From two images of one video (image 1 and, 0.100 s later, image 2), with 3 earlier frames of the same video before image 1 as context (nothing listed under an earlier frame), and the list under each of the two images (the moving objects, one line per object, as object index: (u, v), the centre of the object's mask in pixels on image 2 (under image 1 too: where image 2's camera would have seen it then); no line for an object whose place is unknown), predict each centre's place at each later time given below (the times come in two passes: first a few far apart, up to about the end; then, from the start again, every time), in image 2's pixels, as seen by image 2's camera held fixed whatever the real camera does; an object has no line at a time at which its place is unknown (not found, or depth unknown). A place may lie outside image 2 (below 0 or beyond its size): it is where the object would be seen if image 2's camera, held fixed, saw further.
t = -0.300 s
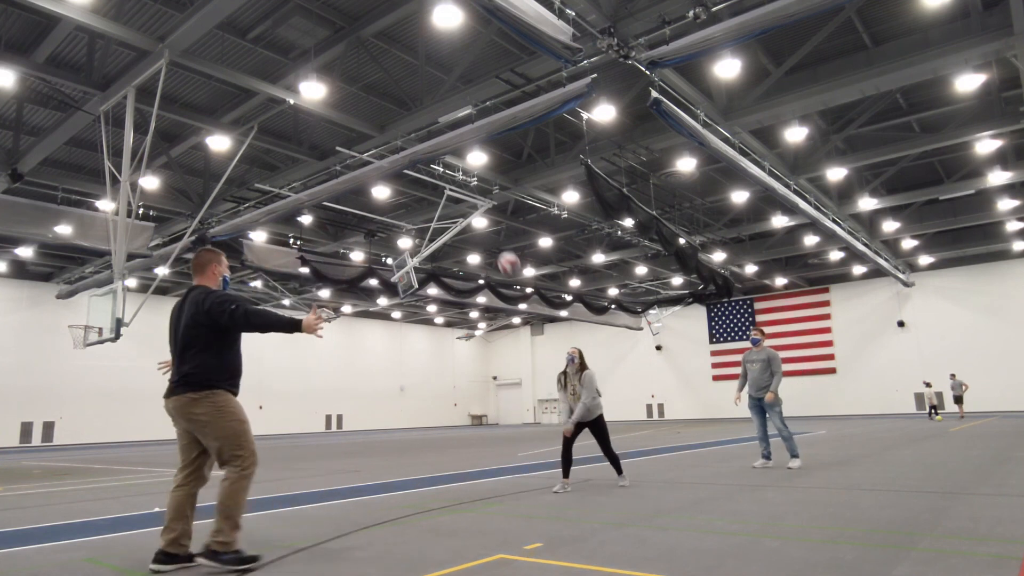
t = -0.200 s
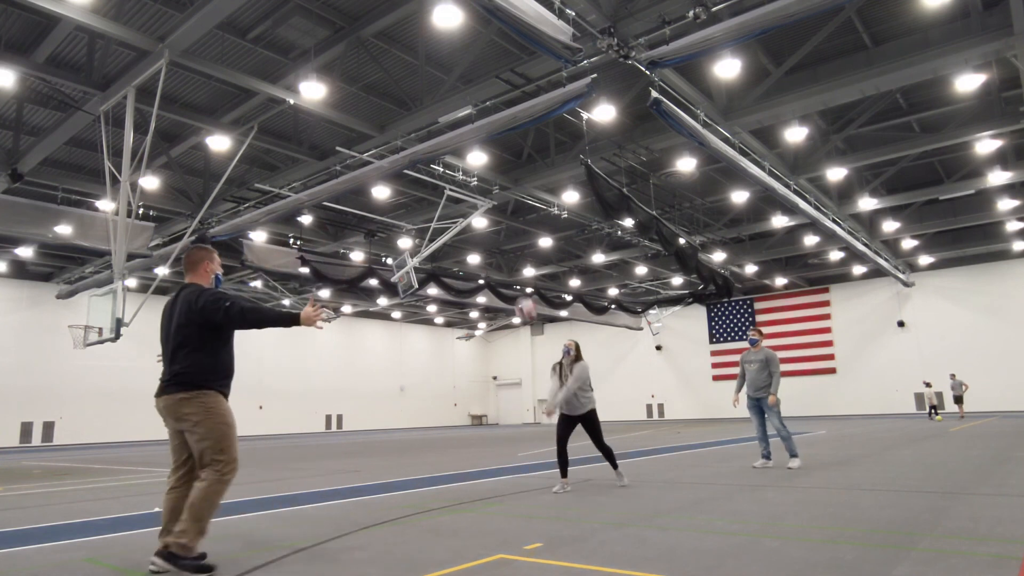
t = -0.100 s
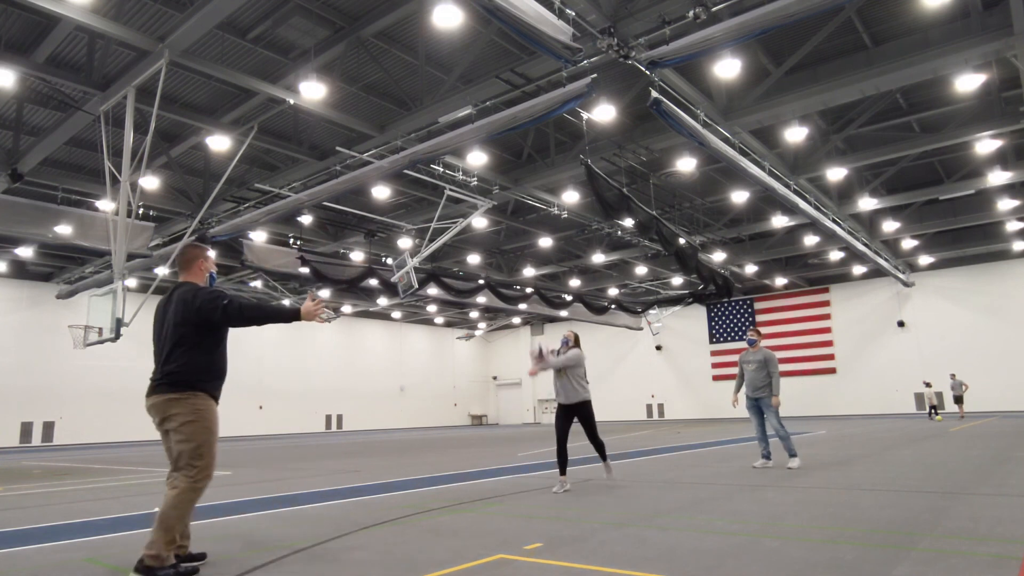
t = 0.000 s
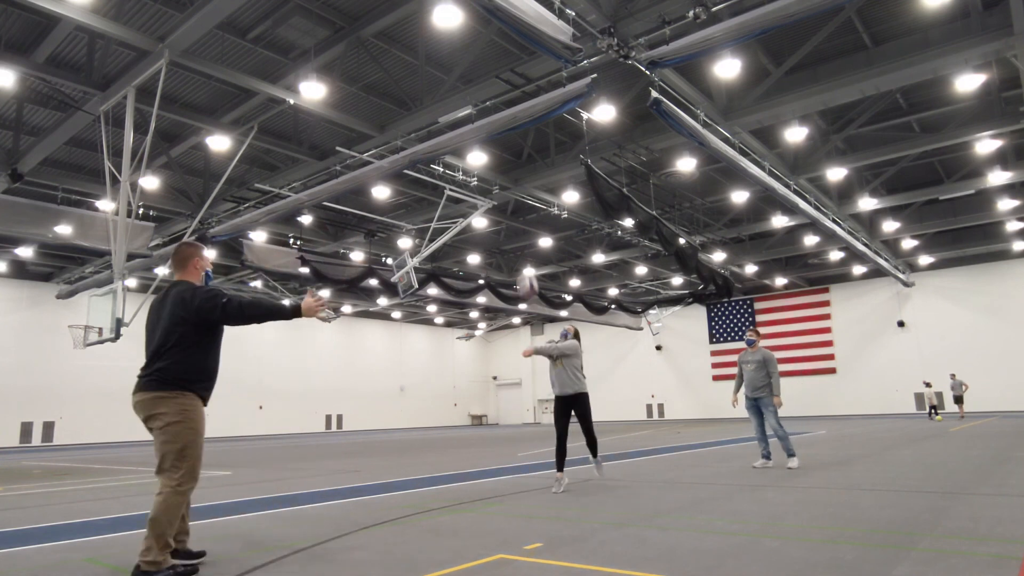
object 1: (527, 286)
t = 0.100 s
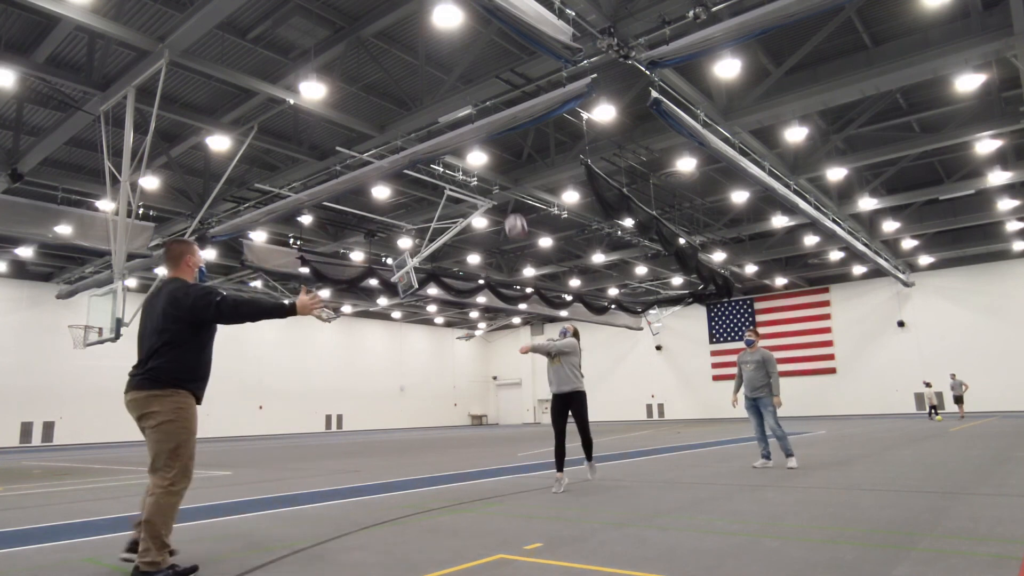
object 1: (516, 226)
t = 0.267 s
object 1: (496, 144)
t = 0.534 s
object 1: (463, 62)
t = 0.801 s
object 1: (427, 44)
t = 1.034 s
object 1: (391, 94)
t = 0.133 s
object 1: (512, 208)
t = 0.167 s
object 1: (508, 190)
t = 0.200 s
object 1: (504, 175)
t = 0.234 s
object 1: (500, 159)
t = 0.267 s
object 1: (496, 144)
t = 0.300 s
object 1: (492, 131)
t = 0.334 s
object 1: (488, 117)
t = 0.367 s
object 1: (484, 106)
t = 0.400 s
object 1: (480, 95)
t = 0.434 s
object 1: (476, 85)
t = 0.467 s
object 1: (472, 77)
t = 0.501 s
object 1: (468, 69)
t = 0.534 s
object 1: (463, 62)
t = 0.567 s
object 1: (459, 56)
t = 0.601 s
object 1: (455, 51)
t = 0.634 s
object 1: (450, 48)
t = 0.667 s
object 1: (446, 45)
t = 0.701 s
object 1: (441, 43)
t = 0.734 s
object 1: (437, 42)
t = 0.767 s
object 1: (432, 43)
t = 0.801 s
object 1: (427, 44)
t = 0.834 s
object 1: (422, 47)
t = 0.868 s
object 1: (417, 51)
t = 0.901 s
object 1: (412, 57)
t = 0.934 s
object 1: (407, 64)
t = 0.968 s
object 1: (402, 72)
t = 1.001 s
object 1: (397, 83)
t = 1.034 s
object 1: (391, 94)
